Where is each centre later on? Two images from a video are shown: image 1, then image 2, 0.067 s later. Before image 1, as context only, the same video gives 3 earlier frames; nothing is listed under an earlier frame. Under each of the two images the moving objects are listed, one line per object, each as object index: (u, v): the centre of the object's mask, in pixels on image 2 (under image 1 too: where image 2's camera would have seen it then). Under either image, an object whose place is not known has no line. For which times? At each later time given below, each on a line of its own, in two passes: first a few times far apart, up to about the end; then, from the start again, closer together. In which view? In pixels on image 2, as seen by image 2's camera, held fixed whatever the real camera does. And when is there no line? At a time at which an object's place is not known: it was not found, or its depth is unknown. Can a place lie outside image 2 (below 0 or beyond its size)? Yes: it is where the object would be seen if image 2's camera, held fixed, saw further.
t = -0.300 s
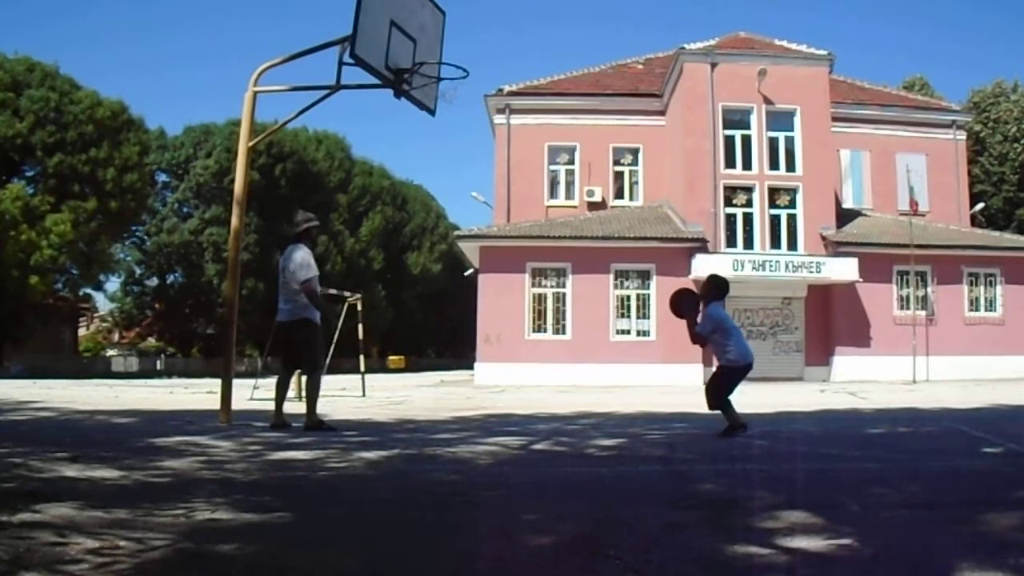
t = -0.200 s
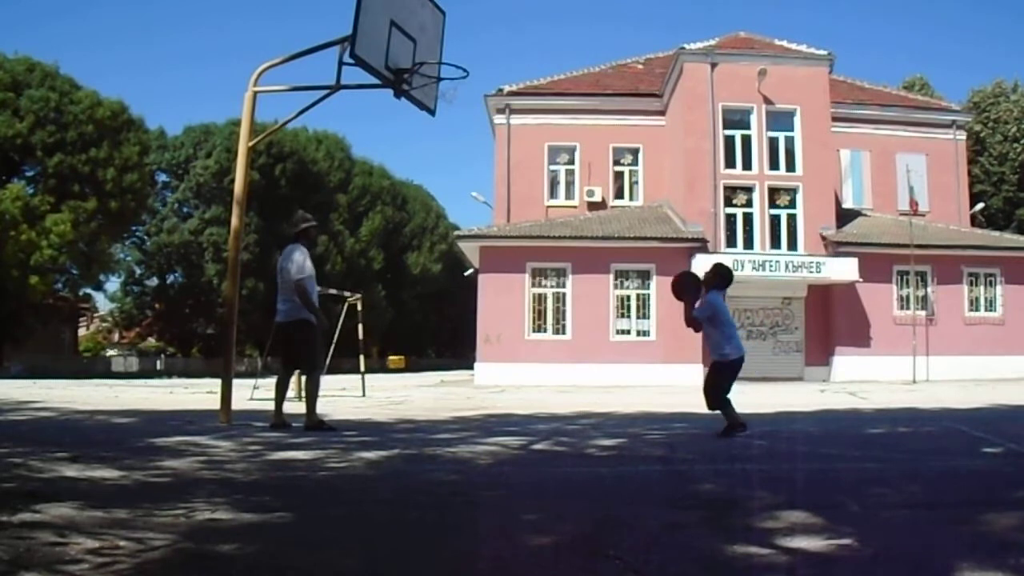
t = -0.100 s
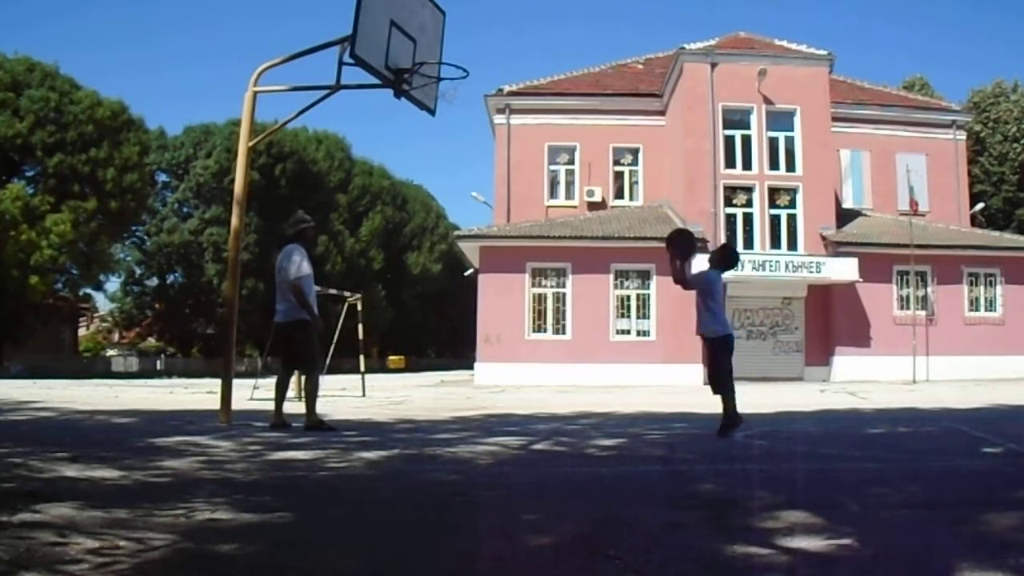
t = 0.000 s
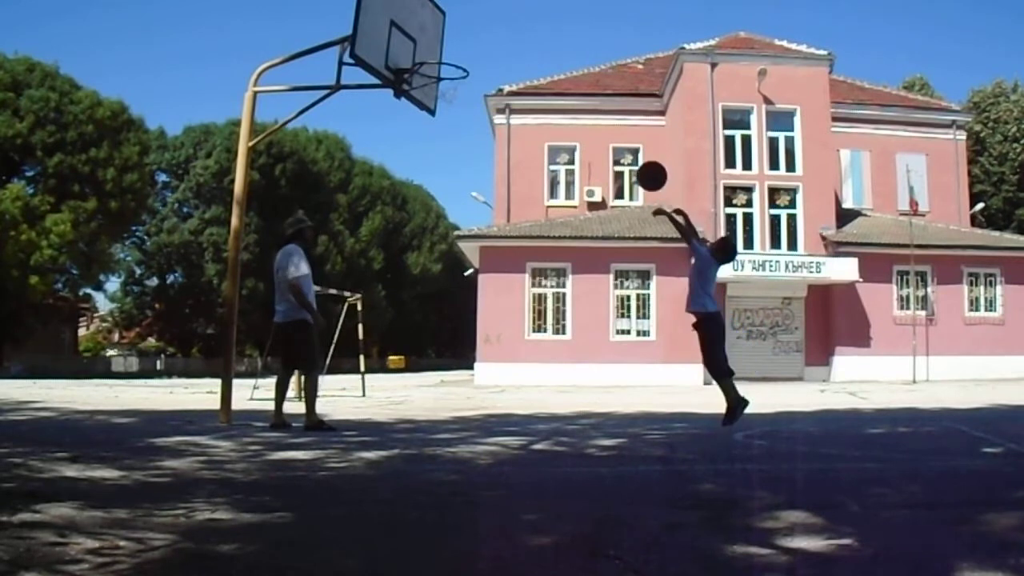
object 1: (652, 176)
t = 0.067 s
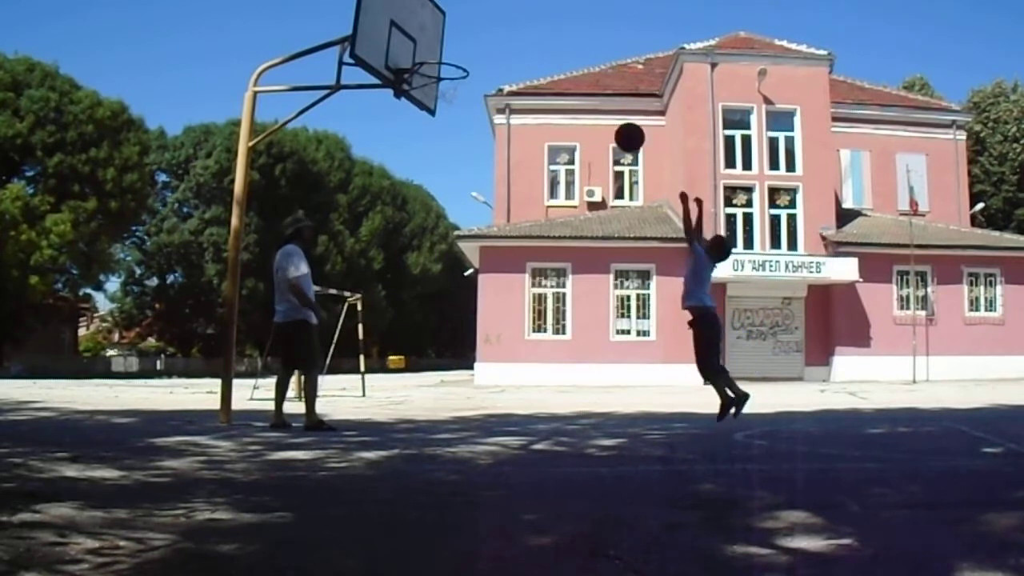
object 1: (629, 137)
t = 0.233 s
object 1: (576, 69)
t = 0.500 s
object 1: (496, 35)
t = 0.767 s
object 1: (440, 42)
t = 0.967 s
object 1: (415, 43)
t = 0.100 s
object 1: (618, 120)
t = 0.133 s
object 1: (607, 105)
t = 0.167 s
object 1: (597, 91)
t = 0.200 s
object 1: (586, 79)
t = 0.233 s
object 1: (576, 69)
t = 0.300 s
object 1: (556, 52)
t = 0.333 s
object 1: (546, 46)
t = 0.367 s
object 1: (536, 41)
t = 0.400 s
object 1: (526, 38)
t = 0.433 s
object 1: (516, 36)
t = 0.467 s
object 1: (506, 34)
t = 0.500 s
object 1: (496, 35)
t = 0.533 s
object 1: (487, 36)
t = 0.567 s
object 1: (477, 39)
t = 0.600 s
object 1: (468, 43)
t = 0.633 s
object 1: (458, 49)
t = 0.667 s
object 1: (452, 48)
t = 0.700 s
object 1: (448, 45)
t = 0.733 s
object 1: (444, 42)
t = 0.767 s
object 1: (440, 42)
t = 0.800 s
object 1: (435, 42)
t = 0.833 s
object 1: (431, 43)
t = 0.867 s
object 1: (427, 45)
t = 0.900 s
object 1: (423, 45)
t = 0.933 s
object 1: (419, 43)
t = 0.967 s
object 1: (415, 43)
